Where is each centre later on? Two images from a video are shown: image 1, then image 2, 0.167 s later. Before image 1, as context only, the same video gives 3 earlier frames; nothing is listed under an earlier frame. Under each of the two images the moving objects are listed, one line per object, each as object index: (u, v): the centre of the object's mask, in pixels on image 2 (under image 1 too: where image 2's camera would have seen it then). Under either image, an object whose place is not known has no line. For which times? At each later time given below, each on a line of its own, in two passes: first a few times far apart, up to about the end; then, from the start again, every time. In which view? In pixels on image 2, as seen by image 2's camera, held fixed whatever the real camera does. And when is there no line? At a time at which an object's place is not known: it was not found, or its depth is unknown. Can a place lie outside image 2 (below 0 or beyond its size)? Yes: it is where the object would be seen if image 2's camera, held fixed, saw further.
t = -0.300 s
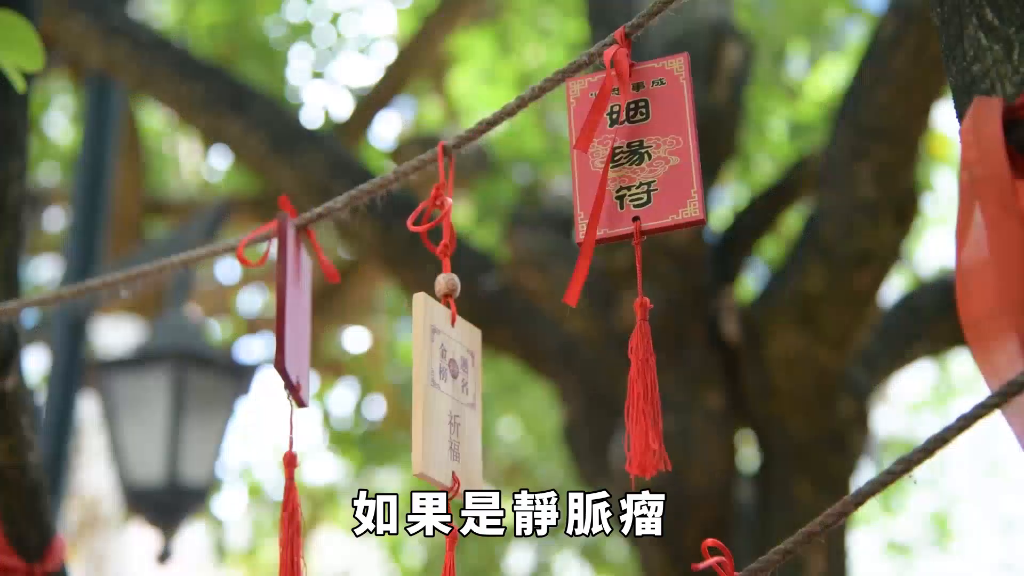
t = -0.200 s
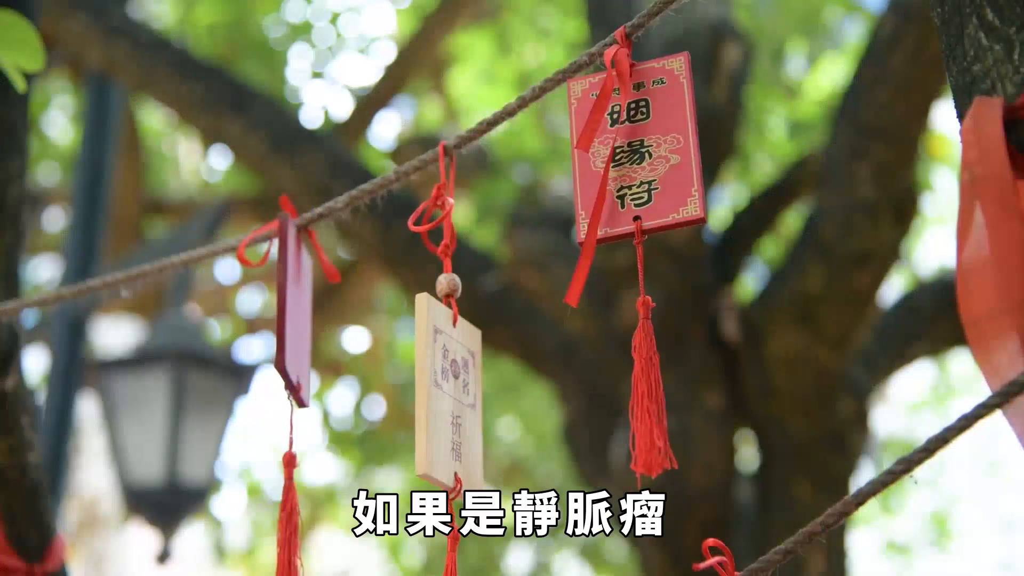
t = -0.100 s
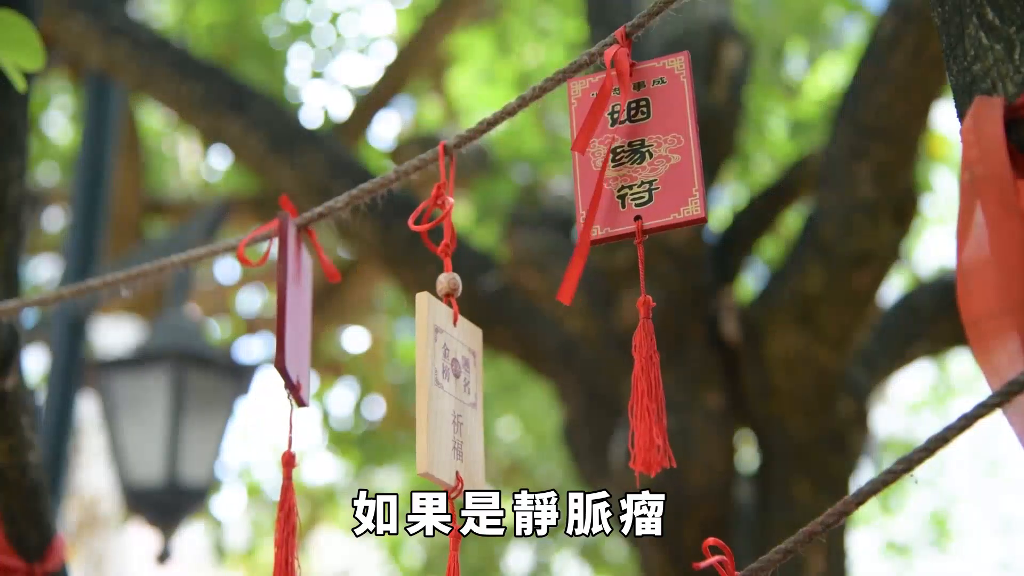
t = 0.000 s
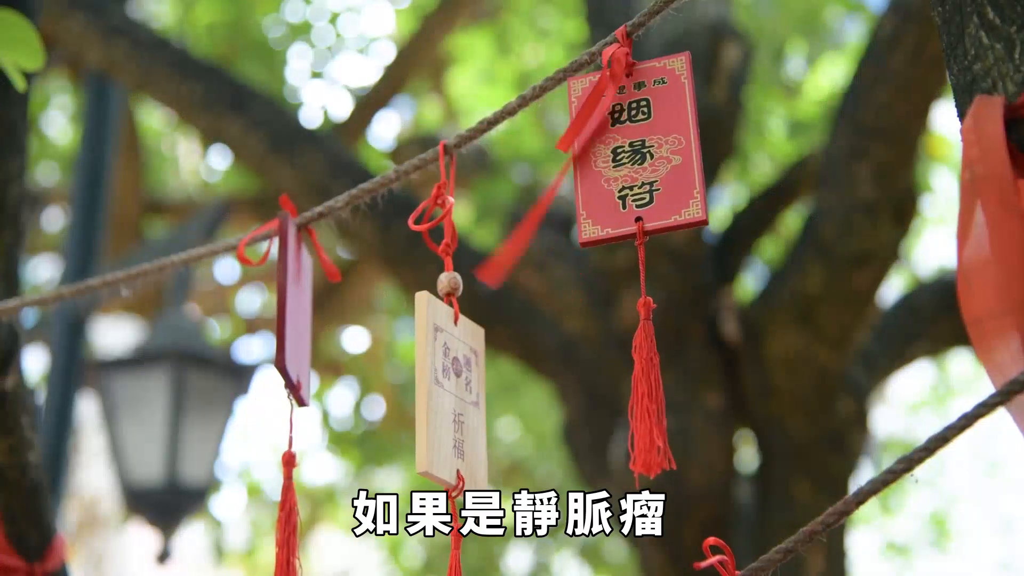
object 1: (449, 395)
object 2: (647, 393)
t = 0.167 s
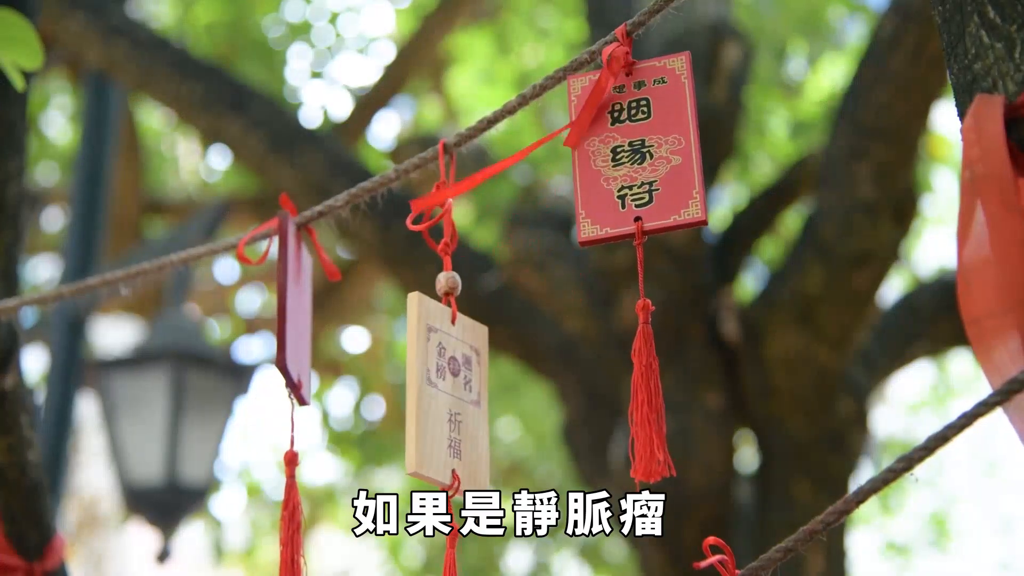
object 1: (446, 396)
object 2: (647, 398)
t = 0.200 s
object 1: (445, 396)
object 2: (645, 398)
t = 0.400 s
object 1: (442, 398)
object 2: (632, 387)
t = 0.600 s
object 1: (446, 397)
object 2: (648, 392)
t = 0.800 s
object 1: (447, 397)
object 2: (644, 406)
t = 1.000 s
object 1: (446, 398)
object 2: (645, 390)
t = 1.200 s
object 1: (449, 396)
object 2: (653, 393)
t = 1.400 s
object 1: (454, 395)
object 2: (639, 392)
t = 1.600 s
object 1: (452, 394)
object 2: (649, 390)
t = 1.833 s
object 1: (446, 396)
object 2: (649, 393)
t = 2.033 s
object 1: (449, 395)
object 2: (640, 391)
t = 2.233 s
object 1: (449, 395)
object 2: (653, 389)
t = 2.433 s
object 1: (447, 396)
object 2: (643, 392)
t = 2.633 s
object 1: (446, 396)
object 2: (642, 395)
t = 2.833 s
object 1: (450, 394)
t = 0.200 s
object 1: (445, 396)
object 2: (645, 398)
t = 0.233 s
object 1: (444, 396)
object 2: (643, 397)
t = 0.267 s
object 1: (443, 397)
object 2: (641, 396)
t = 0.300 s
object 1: (442, 398)
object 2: (638, 395)
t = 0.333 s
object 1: (442, 398)
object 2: (635, 392)
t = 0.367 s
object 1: (442, 398)
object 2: (633, 391)
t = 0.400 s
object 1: (442, 398)
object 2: (632, 387)
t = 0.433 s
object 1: (442, 398)
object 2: (632, 386)
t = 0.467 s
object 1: (443, 398)
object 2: (634, 386)
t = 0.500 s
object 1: (443, 398)
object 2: (637, 388)
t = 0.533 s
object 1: (444, 398)
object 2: (641, 391)
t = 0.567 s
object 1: (445, 397)
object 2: (645, 392)
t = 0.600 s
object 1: (446, 397)
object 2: (648, 392)
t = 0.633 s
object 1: (446, 397)
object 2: (650, 394)
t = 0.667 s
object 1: (447, 397)
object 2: (651, 396)
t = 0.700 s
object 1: (448, 397)
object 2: (650, 397)
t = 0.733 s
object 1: (448, 397)
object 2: (649, 398)
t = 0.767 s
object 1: (447, 397)
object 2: (646, 396)
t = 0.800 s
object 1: (447, 397)
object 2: (644, 406)
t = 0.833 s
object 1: (447, 398)
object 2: (642, 395)
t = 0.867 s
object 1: (447, 398)
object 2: (641, 393)
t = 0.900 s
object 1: (446, 398)
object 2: (640, 402)
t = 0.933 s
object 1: (446, 398)
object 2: (640, 392)
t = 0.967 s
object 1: (446, 398)
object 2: (642, 390)
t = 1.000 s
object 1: (446, 398)
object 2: (645, 390)
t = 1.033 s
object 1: (446, 398)
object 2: (648, 398)
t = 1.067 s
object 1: (446, 398)
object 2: (651, 390)
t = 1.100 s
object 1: (446, 398)
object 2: (653, 390)
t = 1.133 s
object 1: (447, 397)
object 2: (654, 391)
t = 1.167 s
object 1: (448, 397)
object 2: (654, 392)
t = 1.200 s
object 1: (449, 396)
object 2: (653, 393)
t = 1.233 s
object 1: (450, 396)
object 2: (651, 394)
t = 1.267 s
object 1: (451, 395)
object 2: (648, 393)
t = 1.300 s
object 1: (452, 395)
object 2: (646, 393)
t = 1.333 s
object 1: (453, 395)
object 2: (643, 393)
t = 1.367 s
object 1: (454, 395)
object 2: (641, 399)
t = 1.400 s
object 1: (454, 395)
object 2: (639, 392)
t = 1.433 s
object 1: (455, 395)
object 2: (639, 391)
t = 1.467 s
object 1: (455, 395)
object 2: (639, 396)
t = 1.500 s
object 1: (454, 395)
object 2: (641, 389)
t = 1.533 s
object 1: (454, 395)
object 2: (643, 389)
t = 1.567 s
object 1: (453, 395)
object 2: (646, 387)
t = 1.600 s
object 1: (452, 394)
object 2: (649, 390)
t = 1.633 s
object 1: (451, 394)
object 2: (652, 389)
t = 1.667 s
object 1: (450, 395)
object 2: (654, 390)
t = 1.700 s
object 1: (449, 396)
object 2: (655, 388)
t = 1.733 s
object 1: (448, 396)
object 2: (656, 391)
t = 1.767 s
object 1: (447, 396)
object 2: (654, 392)
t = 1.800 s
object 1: (446, 396)
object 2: (652, 393)
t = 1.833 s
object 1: (446, 396)
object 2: (649, 393)
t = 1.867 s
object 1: (446, 396)
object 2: (646, 390)
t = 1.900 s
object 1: (447, 396)
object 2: (643, 392)
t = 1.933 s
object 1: (447, 396)
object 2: (641, 393)
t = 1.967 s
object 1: (448, 395)
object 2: (640, 390)
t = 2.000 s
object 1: (449, 395)
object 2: (640, 398)
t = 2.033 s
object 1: (449, 395)
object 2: (640, 391)
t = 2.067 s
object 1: (450, 395)
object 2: (642, 389)
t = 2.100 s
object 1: (450, 395)
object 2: (645, 396)
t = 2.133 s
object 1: (450, 395)
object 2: (647, 388)
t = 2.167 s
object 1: (450, 395)
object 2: (650, 396)
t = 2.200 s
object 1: (450, 395)
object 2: (652, 389)
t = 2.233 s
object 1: (449, 395)
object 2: (653, 389)
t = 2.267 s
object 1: (449, 395)
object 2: (654, 392)
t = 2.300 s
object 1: (449, 396)
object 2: (653, 393)
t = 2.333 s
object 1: (448, 396)
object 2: (651, 392)
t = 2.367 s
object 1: (448, 396)
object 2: (649, 395)
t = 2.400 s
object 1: (447, 396)
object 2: (647, 396)
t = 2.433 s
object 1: (447, 396)
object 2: (643, 392)
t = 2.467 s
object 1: (446, 396)
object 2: (641, 394)
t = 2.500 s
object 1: (446, 396)
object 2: (639, 400)
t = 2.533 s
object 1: (446, 396)
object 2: (637, 398)
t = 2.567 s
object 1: (446, 396)
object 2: (637, 397)
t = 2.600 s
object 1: (446, 396)
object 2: (639, 387)
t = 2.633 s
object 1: (446, 396)
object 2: (642, 395)
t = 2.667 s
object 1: (447, 396)
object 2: (646, 394)
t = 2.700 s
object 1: (447, 395)
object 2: (650, 388)
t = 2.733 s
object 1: (448, 395)
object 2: (655, 396)
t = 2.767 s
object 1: (449, 395)
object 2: (658, 396)
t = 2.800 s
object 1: (449, 394)
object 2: (658, 389)
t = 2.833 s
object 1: (450, 394)
